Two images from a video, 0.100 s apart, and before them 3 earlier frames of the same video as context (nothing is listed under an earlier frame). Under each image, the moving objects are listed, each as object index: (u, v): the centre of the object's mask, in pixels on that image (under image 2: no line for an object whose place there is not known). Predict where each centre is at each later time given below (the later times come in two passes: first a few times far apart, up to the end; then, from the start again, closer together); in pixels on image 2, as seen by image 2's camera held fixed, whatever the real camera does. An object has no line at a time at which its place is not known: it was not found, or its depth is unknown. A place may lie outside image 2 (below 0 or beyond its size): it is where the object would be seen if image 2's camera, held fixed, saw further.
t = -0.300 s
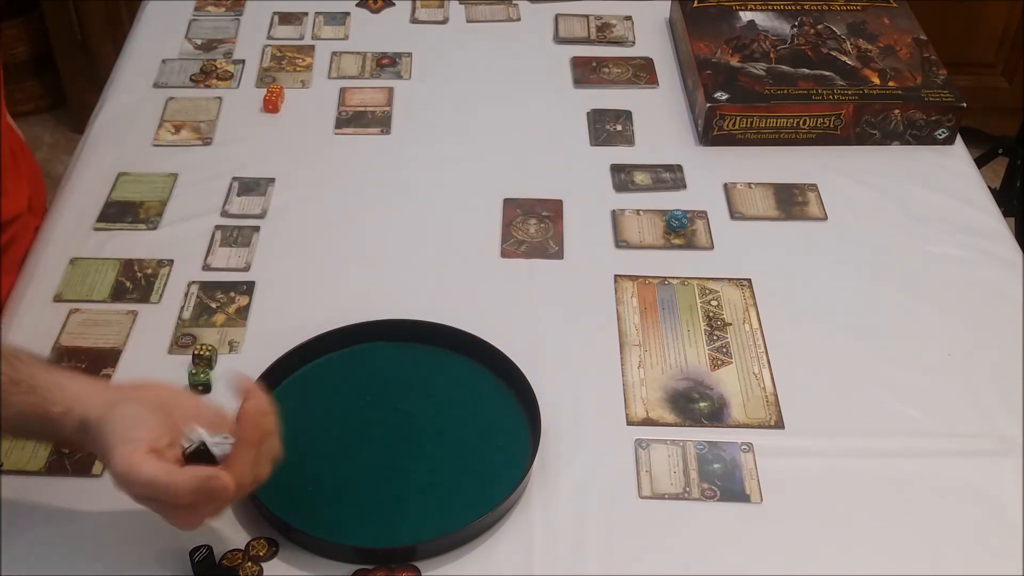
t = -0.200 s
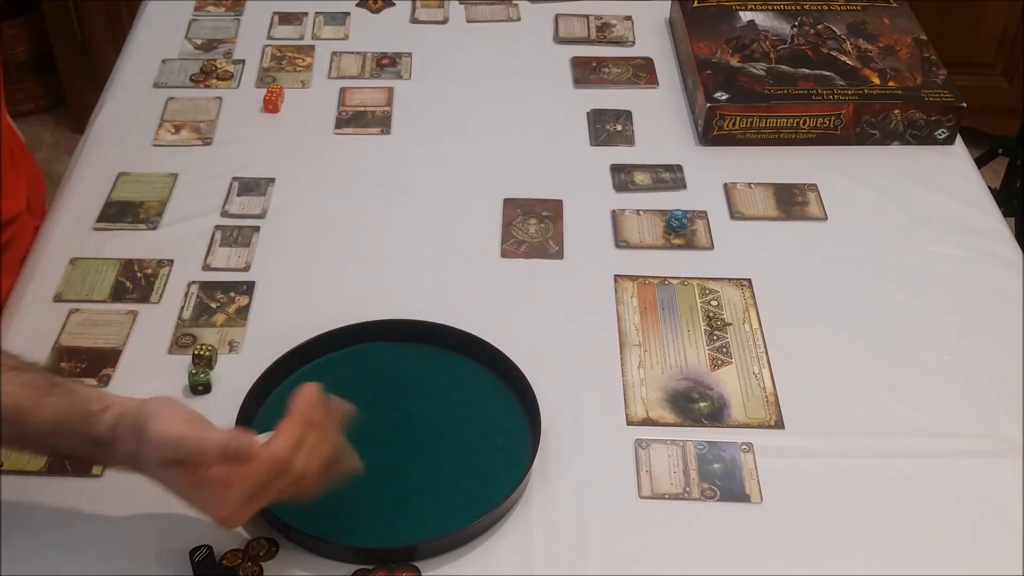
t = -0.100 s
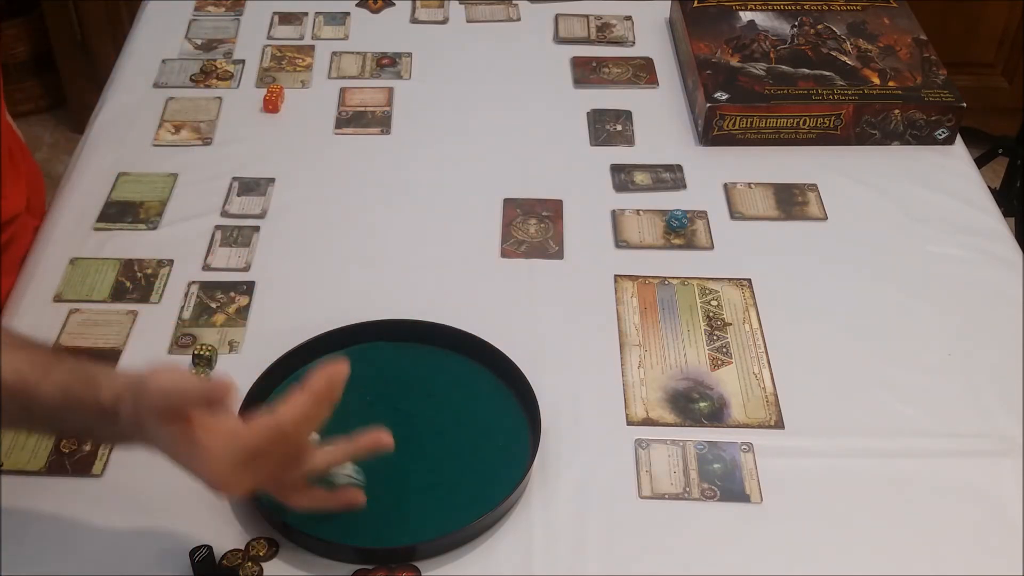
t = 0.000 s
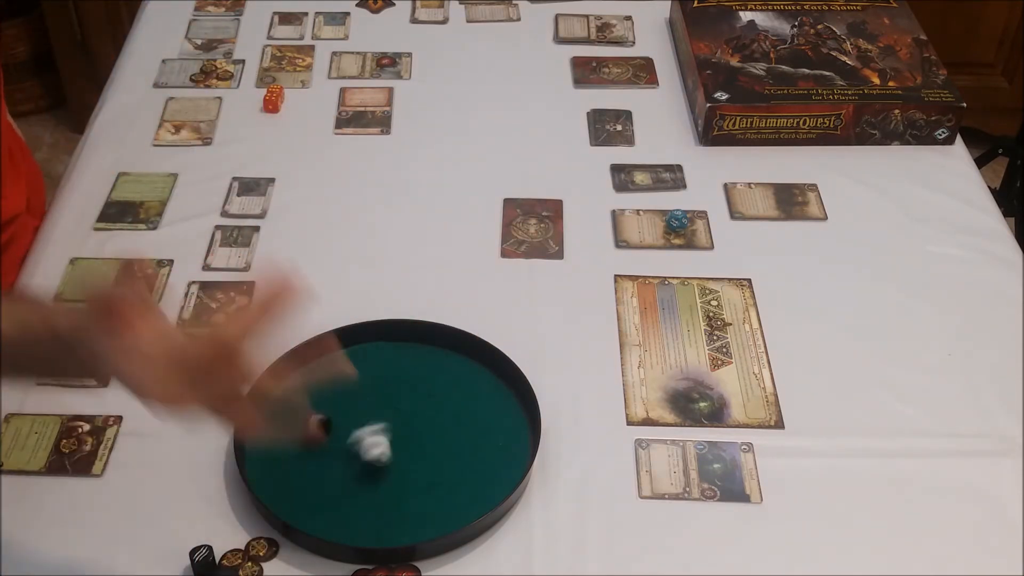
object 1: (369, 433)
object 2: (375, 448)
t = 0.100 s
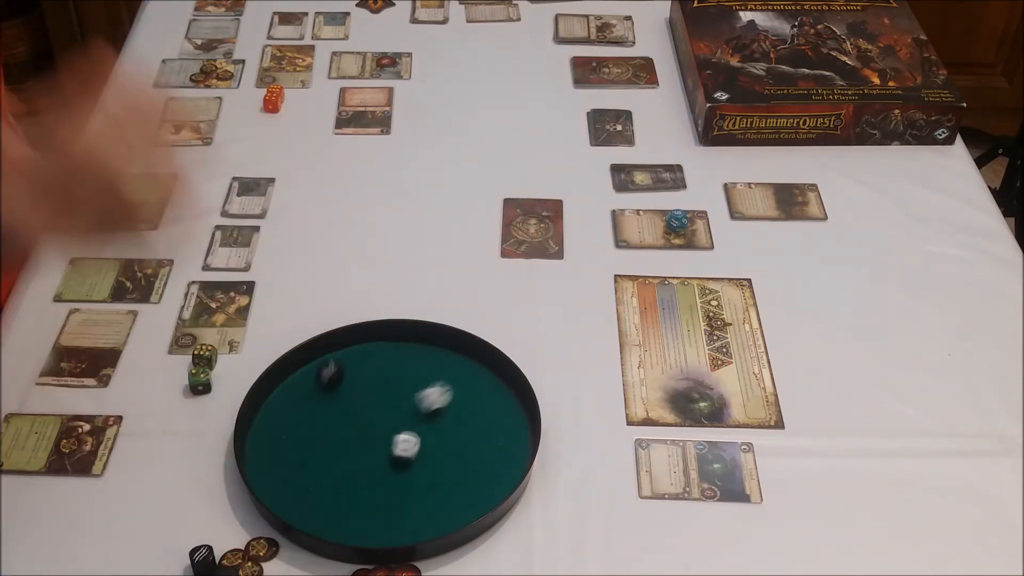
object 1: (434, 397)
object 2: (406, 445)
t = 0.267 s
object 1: (476, 365)
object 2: (439, 432)
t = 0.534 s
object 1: (479, 371)
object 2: (477, 427)
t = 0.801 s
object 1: (479, 371)
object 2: (477, 427)
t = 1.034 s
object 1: (479, 371)
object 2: (477, 427)
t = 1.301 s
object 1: (479, 371)
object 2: (477, 427)
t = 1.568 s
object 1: (479, 371)
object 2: (477, 427)
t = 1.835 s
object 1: (479, 371)
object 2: (477, 427)
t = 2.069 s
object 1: (479, 371)
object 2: (477, 427)
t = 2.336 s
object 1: (479, 371)
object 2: (477, 427)
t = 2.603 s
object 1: (479, 371)
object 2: (477, 427)
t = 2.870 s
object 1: (479, 371)
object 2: (477, 427)
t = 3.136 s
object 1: (478, 371)
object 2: (477, 427)
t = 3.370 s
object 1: (478, 371)
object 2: (477, 427)
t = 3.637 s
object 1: (478, 371)
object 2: (477, 427)
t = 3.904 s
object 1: (478, 371)
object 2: (477, 427)
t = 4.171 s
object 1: (478, 371)
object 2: (477, 427)
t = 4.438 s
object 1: (479, 371)
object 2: (477, 427)
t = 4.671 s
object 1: (479, 371)
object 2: (477, 427)
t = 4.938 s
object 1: (479, 371)
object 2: (477, 427)
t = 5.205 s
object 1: (478, 371)
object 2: (477, 427)
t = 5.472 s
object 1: (478, 371)
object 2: (477, 427)
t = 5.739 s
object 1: (478, 371)
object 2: (477, 427)
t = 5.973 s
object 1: (478, 371)
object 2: (477, 427)
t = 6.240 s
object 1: (478, 371)
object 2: (477, 427)
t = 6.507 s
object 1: (478, 371)
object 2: (477, 427)
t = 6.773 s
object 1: (478, 371)
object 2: (477, 427)
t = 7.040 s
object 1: (478, 371)
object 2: (477, 427)
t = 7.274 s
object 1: (478, 371)
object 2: (477, 427)
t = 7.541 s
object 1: (478, 371)
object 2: (477, 427)
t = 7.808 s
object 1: (478, 371)
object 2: (477, 427)
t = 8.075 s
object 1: (478, 371)
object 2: (477, 427)
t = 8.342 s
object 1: (478, 371)
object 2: (477, 427)
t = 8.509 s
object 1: (478, 371)
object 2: (477, 427)
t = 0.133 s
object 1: (449, 385)
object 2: (410, 442)
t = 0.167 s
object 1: (464, 374)
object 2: (417, 436)
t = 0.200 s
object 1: (477, 361)
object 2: (423, 433)
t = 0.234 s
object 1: (477, 362)
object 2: (431, 432)
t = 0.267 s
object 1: (476, 365)
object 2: (439, 432)
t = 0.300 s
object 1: (476, 368)
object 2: (444, 434)
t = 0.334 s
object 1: (480, 369)
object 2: (453, 435)
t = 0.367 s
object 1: (480, 369)
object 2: (459, 432)
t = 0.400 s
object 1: (479, 370)
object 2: (462, 430)
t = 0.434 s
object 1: (478, 371)
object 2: (466, 428)
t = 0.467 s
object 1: (479, 371)
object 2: (472, 427)
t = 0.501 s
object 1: (479, 371)
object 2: (477, 426)
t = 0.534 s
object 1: (479, 371)
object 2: (477, 427)
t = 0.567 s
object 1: (478, 371)
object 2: (476, 427)
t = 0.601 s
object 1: (479, 371)
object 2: (476, 427)
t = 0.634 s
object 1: (479, 371)
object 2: (477, 427)
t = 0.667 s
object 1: (479, 371)
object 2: (477, 427)
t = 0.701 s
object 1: (479, 371)
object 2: (477, 427)
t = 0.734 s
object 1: (479, 371)
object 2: (477, 427)
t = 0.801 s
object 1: (479, 371)
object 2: (477, 427)
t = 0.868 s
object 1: (479, 371)
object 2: (477, 427)
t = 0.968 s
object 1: (478, 371)
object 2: (477, 427)
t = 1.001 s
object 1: (479, 371)
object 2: (477, 427)
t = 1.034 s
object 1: (479, 371)
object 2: (477, 427)
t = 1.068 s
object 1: (479, 371)
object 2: (477, 427)
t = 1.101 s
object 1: (479, 371)
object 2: (477, 427)
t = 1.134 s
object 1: (478, 371)
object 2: (477, 427)
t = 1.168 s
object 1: (479, 371)
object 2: (477, 427)
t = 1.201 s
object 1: (479, 371)
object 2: (477, 427)
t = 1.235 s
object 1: (479, 371)
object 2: (477, 427)
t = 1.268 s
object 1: (479, 371)
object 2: (477, 427)
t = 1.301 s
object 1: (479, 371)
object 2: (477, 427)
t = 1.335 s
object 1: (479, 371)
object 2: (477, 427)
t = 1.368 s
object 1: (479, 371)
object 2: (477, 427)
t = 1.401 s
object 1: (478, 371)
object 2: (477, 427)
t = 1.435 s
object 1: (479, 371)
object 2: (477, 427)
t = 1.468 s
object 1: (478, 371)
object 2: (477, 427)
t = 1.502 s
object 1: (479, 371)
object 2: (477, 427)
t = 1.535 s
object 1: (479, 371)
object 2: (477, 427)
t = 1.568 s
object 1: (479, 371)
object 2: (477, 427)
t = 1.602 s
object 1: (479, 371)
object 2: (477, 427)
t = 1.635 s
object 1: (478, 371)
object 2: (477, 427)
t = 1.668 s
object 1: (479, 371)
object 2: (477, 427)
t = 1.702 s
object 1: (479, 371)
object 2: (477, 427)
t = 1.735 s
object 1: (479, 371)
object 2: (477, 427)
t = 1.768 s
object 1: (479, 371)
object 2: (477, 427)
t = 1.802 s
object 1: (479, 371)
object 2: (477, 427)
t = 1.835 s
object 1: (479, 371)
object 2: (477, 427)
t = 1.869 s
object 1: (479, 371)
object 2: (477, 427)
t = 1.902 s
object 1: (479, 371)
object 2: (477, 427)
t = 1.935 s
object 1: (479, 371)
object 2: (477, 427)
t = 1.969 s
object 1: (479, 371)
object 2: (477, 427)
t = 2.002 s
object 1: (479, 371)
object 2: (477, 427)
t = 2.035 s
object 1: (479, 371)
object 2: (477, 427)
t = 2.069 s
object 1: (479, 371)
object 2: (477, 427)
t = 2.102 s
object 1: (479, 371)
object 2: (477, 427)
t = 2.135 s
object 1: (479, 371)
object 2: (477, 427)
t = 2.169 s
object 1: (479, 371)
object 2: (477, 427)
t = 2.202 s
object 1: (479, 371)
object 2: (477, 427)
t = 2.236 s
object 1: (479, 371)
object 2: (477, 427)
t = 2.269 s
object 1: (478, 371)
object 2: (477, 427)
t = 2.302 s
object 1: (479, 371)
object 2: (477, 427)
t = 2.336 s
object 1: (479, 371)
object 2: (477, 427)
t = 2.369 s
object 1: (479, 371)
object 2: (477, 427)
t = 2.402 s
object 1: (478, 371)
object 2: (477, 427)
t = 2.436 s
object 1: (479, 371)
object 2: (477, 427)
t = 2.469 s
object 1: (479, 371)
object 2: (477, 427)
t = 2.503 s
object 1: (479, 371)
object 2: (477, 427)
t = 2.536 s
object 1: (479, 371)
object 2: (477, 427)
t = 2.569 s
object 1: (479, 371)
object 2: (477, 427)
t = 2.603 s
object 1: (479, 371)
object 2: (477, 427)
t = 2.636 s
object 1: (478, 371)
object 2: (477, 427)
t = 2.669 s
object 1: (479, 371)
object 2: (477, 427)
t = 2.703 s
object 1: (478, 371)
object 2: (477, 427)
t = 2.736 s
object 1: (479, 371)
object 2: (477, 427)
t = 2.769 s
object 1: (479, 371)
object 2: (477, 427)
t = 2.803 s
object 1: (479, 371)
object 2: (477, 427)
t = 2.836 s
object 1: (478, 371)
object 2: (477, 427)
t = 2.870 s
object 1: (479, 371)
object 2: (477, 427)
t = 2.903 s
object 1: (478, 371)
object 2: (477, 427)
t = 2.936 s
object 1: (479, 371)
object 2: (477, 427)
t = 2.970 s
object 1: (478, 371)
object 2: (477, 427)
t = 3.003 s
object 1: (479, 371)
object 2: (477, 427)
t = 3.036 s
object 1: (478, 371)
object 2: (477, 427)
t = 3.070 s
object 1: (478, 371)
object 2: (477, 427)
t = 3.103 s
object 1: (478, 371)
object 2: (477, 427)
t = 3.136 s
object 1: (478, 371)
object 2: (477, 427)
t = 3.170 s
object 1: (478, 371)
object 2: (477, 427)
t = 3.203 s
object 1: (478, 371)
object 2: (477, 427)
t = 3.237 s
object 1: (478, 371)
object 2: (477, 427)
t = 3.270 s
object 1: (478, 371)
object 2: (477, 427)
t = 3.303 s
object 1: (478, 371)
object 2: (477, 427)
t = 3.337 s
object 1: (478, 371)
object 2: (477, 427)
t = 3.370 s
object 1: (478, 371)
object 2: (477, 427)
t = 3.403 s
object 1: (478, 371)
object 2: (477, 427)
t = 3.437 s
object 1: (478, 371)
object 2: (477, 427)
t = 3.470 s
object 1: (478, 371)
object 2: (477, 427)
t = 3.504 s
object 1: (478, 371)
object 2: (477, 427)
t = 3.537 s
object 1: (478, 371)
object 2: (477, 427)
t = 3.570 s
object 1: (478, 371)
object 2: (477, 427)
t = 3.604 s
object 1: (478, 371)
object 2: (477, 427)
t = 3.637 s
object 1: (478, 371)
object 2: (477, 427)
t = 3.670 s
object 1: (478, 371)
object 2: (477, 427)
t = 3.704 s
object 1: (478, 371)
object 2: (477, 427)
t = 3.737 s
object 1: (478, 371)
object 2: (477, 427)
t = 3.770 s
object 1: (478, 371)
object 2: (477, 427)
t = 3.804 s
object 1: (478, 371)
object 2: (477, 427)
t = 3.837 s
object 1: (479, 371)
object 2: (477, 427)
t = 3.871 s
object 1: (478, 371)
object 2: (477, 427)
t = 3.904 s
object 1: (478, 371)
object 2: (477, 427)
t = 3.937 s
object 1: (478, 371)
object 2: (477, 427)
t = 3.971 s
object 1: (478, 371)
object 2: (477, 427)
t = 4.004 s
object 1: (479, 371)
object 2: (477, 427)
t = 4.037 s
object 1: (479, 371)
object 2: (477, 427)
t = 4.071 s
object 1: (478, 371)
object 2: (477, 427)
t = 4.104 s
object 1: (478, 371)
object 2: (477, 427)
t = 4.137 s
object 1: (478, 371)
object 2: (477, 427)
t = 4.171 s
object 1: (478, 371)
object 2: (477, 427)
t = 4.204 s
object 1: (479, 371)
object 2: (477, 427)
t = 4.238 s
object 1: (478, 371)
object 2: (477, 427)
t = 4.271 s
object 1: (478, 371)
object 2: (477, 427)
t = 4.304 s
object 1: (478, 371)
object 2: (477, 427)
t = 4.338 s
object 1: (478, 371)
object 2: (477, 427)
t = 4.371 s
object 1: (478, 371)
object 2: (477, 427)
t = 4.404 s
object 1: (478, 371)
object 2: (477, 427)
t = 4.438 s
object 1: (479, 371)
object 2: (477, 427)
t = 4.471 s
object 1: (479, 371)
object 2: (477, 427)
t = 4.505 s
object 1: (478, 371)
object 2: (477, 427)
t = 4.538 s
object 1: (479, 371)
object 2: (477, 427)
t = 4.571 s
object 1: (479, 371)
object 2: (477, 427)
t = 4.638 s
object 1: (478, 371)
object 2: (477, 427)
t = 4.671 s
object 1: (479, 371)
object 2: (477, 427)
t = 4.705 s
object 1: (479, 371)
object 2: (477, 427)
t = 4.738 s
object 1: (479, 371)
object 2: (477, 427)
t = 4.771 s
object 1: (478, 371)
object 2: (477, 427)
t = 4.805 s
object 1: (478, 371)
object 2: (477, 427)
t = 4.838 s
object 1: (479, 371)
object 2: (477, 427)
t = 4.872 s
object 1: (478, 371)
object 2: (477, 427)
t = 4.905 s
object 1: (478, 371)
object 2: (477, 427)
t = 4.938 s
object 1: (479, 371)
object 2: (477, 427)
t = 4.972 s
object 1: (478, 371)
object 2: (477, 427)
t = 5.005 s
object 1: (479, 371)
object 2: (477, 427)
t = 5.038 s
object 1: (478, 371)
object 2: (477, 427)
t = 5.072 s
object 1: (478, 371)
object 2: (477, 427)
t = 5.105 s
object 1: (478, 371)
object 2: (477, 427)
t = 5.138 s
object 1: (479, 371)
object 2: (477, 427)
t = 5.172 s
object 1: (479, 371)
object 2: (477, 427)
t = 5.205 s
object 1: (478, 371)
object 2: (477, 427)
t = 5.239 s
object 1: (478, 371)
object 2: (477, 427)
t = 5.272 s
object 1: (478, 371)
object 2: (477, 427)
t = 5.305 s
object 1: (479, 371)
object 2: (477, 427)
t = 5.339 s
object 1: (478, 371)
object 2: (477, 427)
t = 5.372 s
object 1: (478, 371)
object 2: (477, 427)
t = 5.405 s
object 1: (479, 371)
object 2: (477, 427)
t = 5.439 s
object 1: (478, 371)
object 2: (477, 427)
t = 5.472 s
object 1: (478, 371)
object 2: (477, 427)
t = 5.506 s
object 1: (478, 371)
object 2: (477, 427)
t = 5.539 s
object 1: (478, 371)
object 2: (477, 427)
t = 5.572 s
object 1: (479, 371)
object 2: (477, 427)
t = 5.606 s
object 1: (478, 371)
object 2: (477, 427)
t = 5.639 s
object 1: (478, 371)
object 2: (477, 427)
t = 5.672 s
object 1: (478, 371)
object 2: (477, 427)
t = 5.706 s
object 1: (478, 371)
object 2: (477, 427)
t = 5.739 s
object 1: (478, 371)
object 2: (477, 427)
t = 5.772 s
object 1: (478, 371)
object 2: (477, 427)
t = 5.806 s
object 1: (478, 371)
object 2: (477, 427)
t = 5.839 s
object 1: (478, 371)
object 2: (477, 427)
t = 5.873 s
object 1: (478, 371)
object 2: (477, 427)
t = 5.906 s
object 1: (478, 371)
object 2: (477, 427)
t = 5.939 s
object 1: (478, 371)
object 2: (477, 427)
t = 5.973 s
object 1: (478, 371)
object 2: (477, 427)
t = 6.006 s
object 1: (478, 371)
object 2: (477, 427)
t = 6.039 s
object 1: (478, 371)
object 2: (477, 427)
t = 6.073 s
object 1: (478, 371)
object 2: (477, 427)
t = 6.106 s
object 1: (478, 371)
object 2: (477, 427)
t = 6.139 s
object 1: (478, 371)
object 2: (477, 427)
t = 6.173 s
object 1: (478, 371)
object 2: (477, 427)
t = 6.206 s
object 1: (478, 371)
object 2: (477, 427)
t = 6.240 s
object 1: (478, 371)
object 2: (477, 427)
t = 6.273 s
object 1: (478, 371)
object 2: (477, 427)
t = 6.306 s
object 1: (478, 371)
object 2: (477, 427)
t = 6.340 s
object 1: (478, 371)
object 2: (477, 427)
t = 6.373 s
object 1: (478, 371)
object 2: (477, 427)
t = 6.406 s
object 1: (478, 371)
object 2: (477, 427)
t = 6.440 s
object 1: (478, 371)
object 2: (477, 427)
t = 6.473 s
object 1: (478, 371)
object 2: (477, 427)
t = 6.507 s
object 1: (478, 371)
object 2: (477, 427)
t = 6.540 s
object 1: (478, 371)
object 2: (477, 427)
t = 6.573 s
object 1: (478, 371)
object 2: (477, 427)
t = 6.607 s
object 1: (478, 371)
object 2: (477, 427)
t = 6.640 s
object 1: (478, 371)
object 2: (477, 427)
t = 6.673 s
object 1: (478, 371)
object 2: (477, 427)
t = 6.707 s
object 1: (478, 371)
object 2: (477, 427)
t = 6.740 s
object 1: (478, 371)
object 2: (477, 427)
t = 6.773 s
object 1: (478, 371)
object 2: (477, 427)
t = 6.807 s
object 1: (478, 371)
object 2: (477, 427)
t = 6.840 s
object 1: (478, 371)
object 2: (477, 427)
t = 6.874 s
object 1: (478, 371)
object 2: (477, 427)
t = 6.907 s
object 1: (478, 371)
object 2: (477, 427)
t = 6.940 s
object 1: (479, 371)
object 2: (477, 427)
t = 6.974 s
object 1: (478, 371)
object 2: (477, 427)
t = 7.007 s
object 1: (478, 371)
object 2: (477, 427)
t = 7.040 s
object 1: (478, 371)
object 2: (477, 427)
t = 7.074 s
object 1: (478, 371)
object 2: (477, 427)
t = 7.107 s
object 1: (478, 371)
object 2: (477, 427)
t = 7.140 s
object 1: (478, 371)
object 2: (477, 427)
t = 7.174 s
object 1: (478, 371)
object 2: (477, 427)
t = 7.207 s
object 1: (478, 371)
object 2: (477, 427)
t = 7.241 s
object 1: (478, 371)
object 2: (477, 427)
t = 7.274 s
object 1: (478, 371)
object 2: (477, 427)
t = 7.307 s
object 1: (478, 371)
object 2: (477, 427)
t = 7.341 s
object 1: (478, 371)
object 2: (477, 427)
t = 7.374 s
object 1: (479, 371)
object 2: (477, 427)
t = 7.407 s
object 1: (478, 371)
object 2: (477, 427)
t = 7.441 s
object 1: (478, 371)
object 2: (477, 427)
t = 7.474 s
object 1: (478, 371)
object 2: (477, 427)
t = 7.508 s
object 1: (478, 371)
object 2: (477, 427)
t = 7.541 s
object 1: (478, 371)
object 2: (477, 427)
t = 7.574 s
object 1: (478, 371)
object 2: (477, 427)
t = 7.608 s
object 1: (478, 371)
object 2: (477, 427)
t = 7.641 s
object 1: (478, 371)
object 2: (477, 427)
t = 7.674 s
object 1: (478, 371)
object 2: (477, 427)
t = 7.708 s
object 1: (478, 371)
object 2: (477, 427)
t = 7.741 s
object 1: (478, 371)
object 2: (477, 427)
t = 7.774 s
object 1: (478, 371)
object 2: (477, 427)
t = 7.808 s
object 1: (478, 371)
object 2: (477, 427)
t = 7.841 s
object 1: (478, 371)
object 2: (477, 427)
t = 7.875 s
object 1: (478, 371)
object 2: (477, 427)
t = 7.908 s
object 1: (478, 371)
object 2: (477, 427)
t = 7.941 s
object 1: (478, 371)
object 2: (477, 427)
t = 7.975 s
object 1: (478, 371)
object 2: (477, 427)
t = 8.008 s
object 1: (478, 371)
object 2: (477, 427)
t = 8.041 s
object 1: (478, 371)
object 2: (477, 427)
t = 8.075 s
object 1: (478, 371)
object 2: (477, 427)
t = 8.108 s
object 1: (478, 371)
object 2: (477, 427)
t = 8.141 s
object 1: (478, 371)
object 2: (477, 427)
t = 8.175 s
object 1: (478, 371)
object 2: (477, 427)
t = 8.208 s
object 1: (478, 371)
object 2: (477, 427)
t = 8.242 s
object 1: (478, 371)
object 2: (477, 427)
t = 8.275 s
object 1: (478, 371)
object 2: (477, 427)
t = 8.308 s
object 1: (478, 371)
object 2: (477, 427)
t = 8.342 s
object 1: (478, 371)
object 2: (477, 427)
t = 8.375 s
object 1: (478, 371)
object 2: (477, 427)
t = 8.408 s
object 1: (478, 371)
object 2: (477, 427)
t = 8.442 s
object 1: (478, 371)
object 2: (477, 427)
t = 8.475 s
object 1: (478, 371)
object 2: (477, 427)
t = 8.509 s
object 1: (478, 371)
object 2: (477, 427)
